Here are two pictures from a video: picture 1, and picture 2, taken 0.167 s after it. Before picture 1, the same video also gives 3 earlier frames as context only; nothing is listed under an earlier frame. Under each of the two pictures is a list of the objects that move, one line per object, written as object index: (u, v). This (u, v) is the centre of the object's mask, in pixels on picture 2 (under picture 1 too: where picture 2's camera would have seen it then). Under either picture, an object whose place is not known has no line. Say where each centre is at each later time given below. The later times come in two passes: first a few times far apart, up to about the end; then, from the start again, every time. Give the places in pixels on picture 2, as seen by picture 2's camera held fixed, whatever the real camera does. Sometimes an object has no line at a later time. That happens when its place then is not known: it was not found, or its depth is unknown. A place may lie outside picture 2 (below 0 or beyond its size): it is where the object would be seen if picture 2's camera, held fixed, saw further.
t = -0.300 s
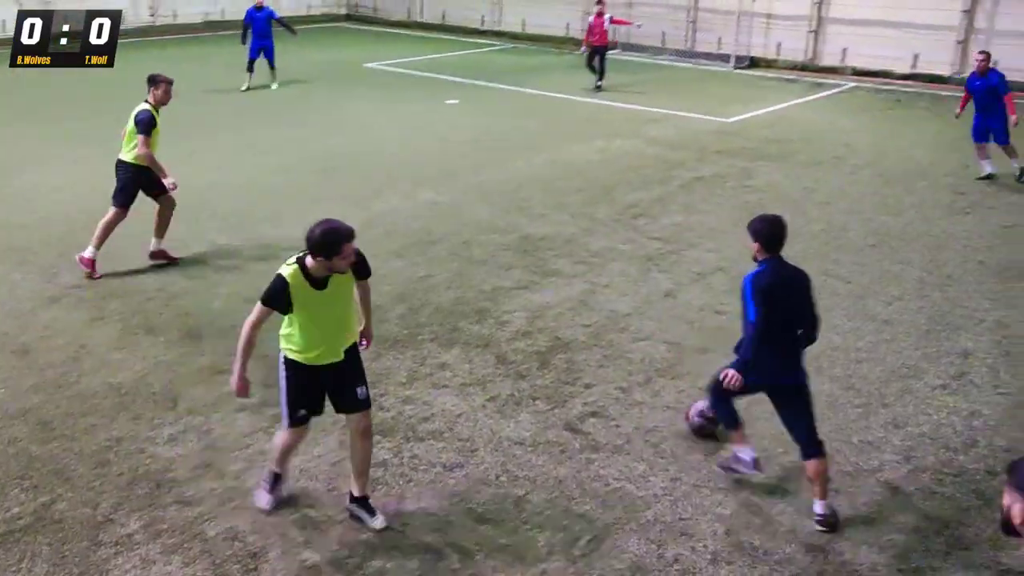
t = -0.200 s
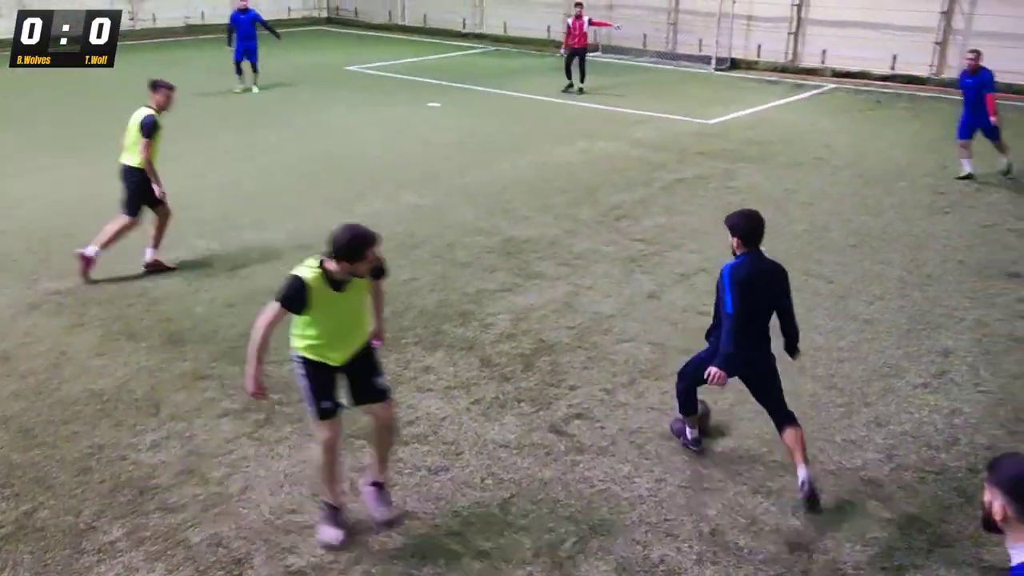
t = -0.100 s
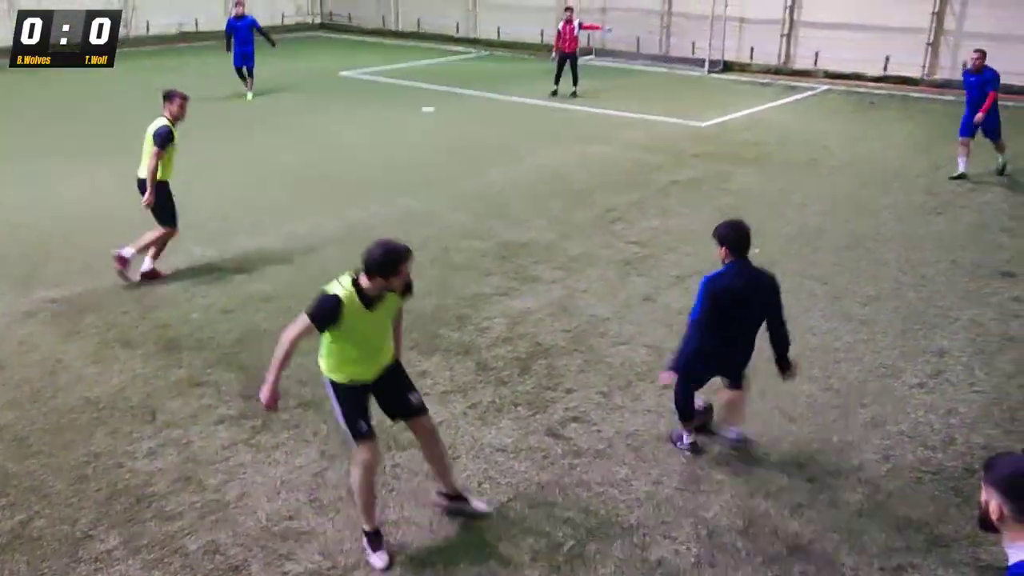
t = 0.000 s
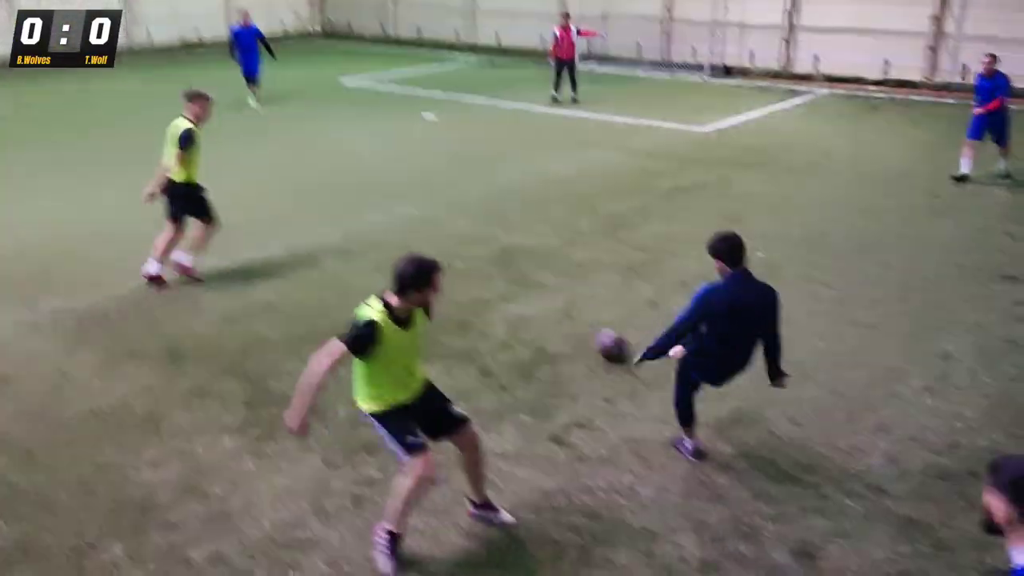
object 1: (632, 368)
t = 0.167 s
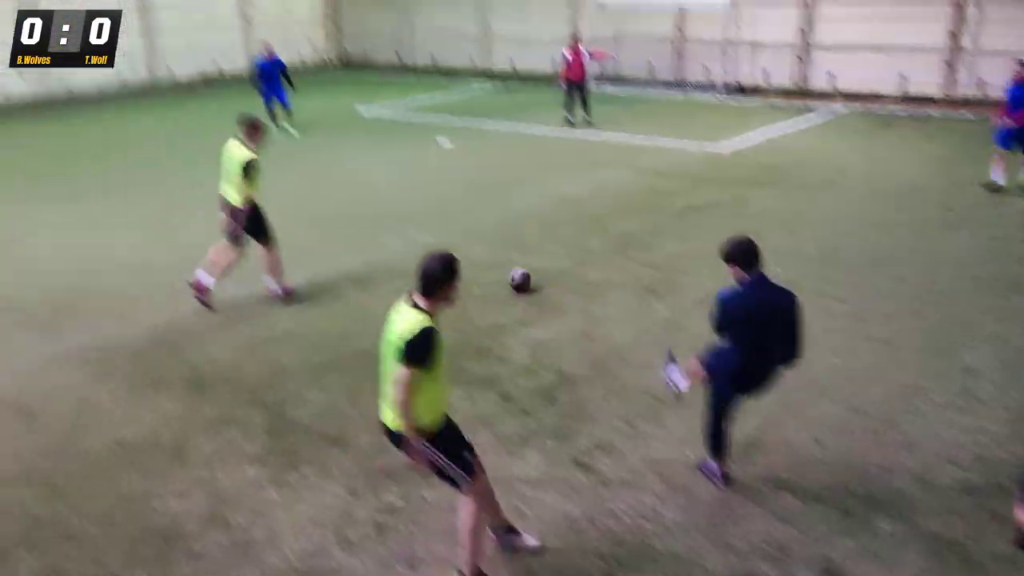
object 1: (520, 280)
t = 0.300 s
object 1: (466, 241)
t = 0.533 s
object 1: (405, 198)
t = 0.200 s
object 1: (504, 267)
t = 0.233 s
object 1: (490, 256)
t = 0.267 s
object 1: (477, 247)
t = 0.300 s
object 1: (466, 241)
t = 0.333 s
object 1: (455, 232)
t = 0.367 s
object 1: (445, 223)
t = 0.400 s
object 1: (435, 215)
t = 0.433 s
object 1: (427, 210)
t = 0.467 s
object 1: (419, 207)
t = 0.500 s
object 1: (411, 203)
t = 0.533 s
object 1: (405, 198)
